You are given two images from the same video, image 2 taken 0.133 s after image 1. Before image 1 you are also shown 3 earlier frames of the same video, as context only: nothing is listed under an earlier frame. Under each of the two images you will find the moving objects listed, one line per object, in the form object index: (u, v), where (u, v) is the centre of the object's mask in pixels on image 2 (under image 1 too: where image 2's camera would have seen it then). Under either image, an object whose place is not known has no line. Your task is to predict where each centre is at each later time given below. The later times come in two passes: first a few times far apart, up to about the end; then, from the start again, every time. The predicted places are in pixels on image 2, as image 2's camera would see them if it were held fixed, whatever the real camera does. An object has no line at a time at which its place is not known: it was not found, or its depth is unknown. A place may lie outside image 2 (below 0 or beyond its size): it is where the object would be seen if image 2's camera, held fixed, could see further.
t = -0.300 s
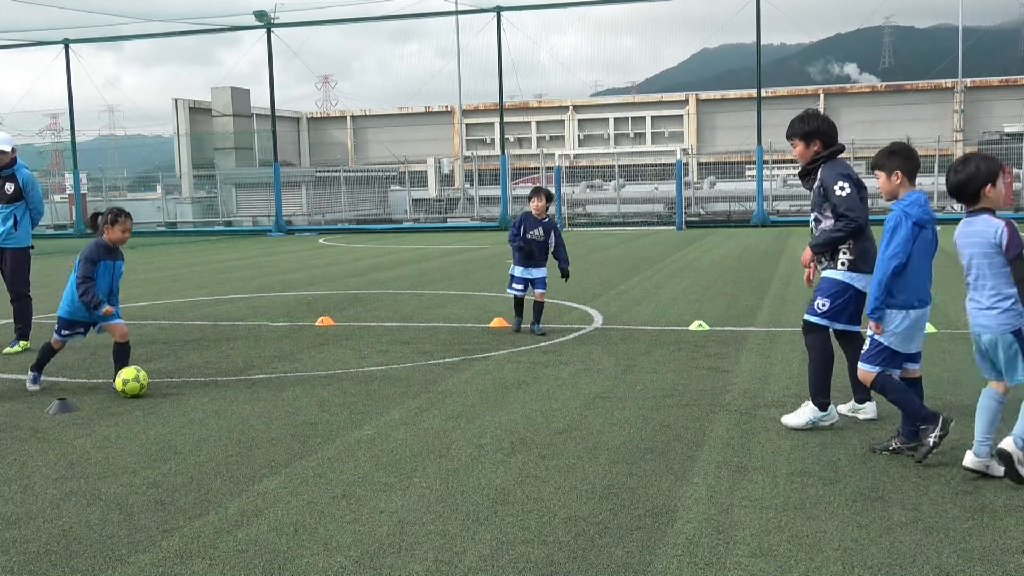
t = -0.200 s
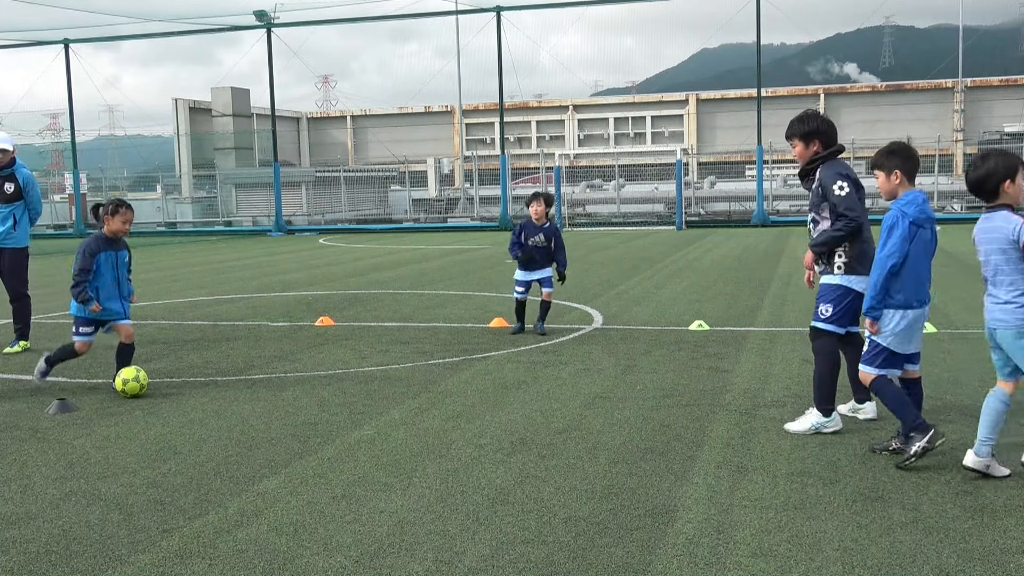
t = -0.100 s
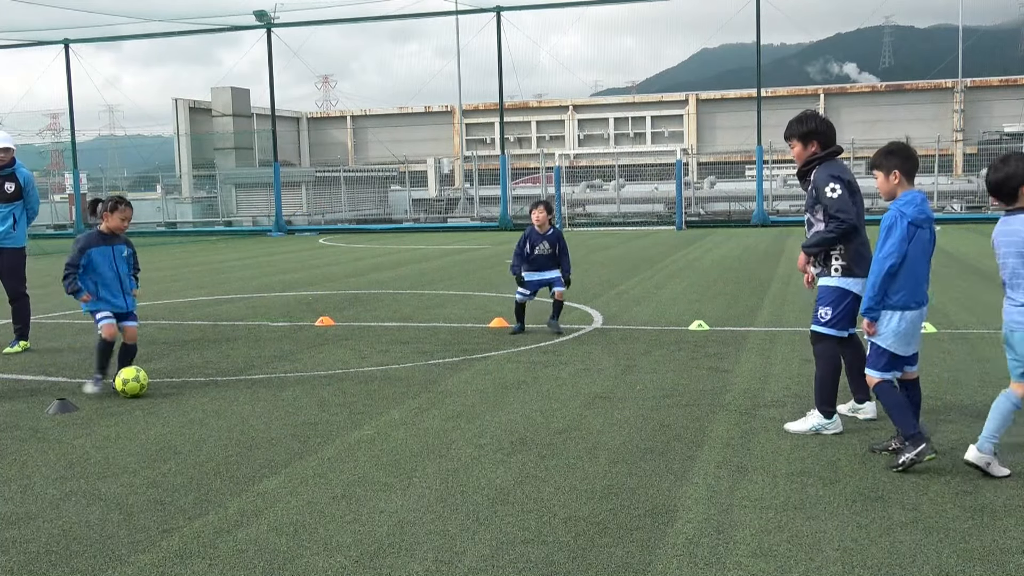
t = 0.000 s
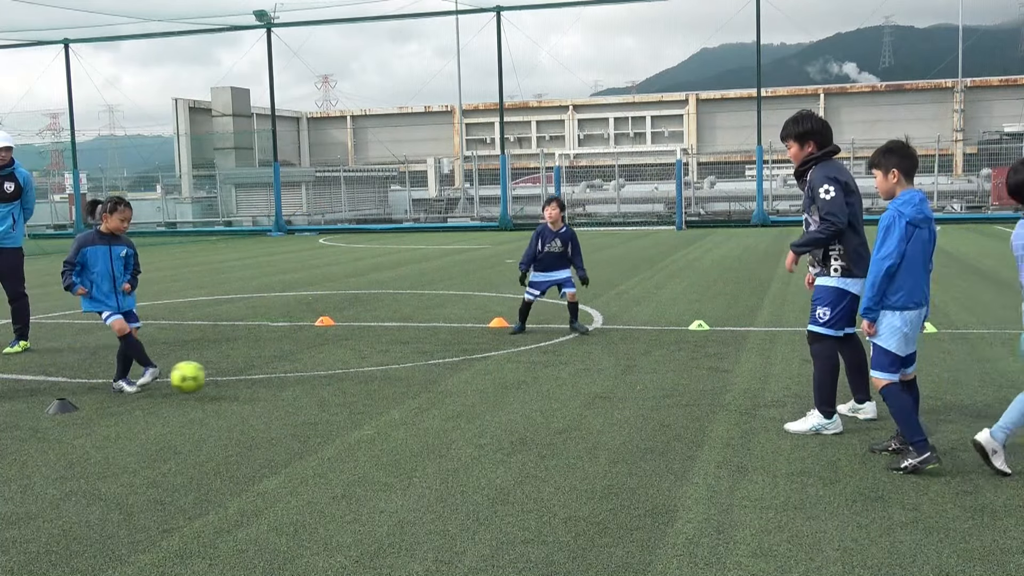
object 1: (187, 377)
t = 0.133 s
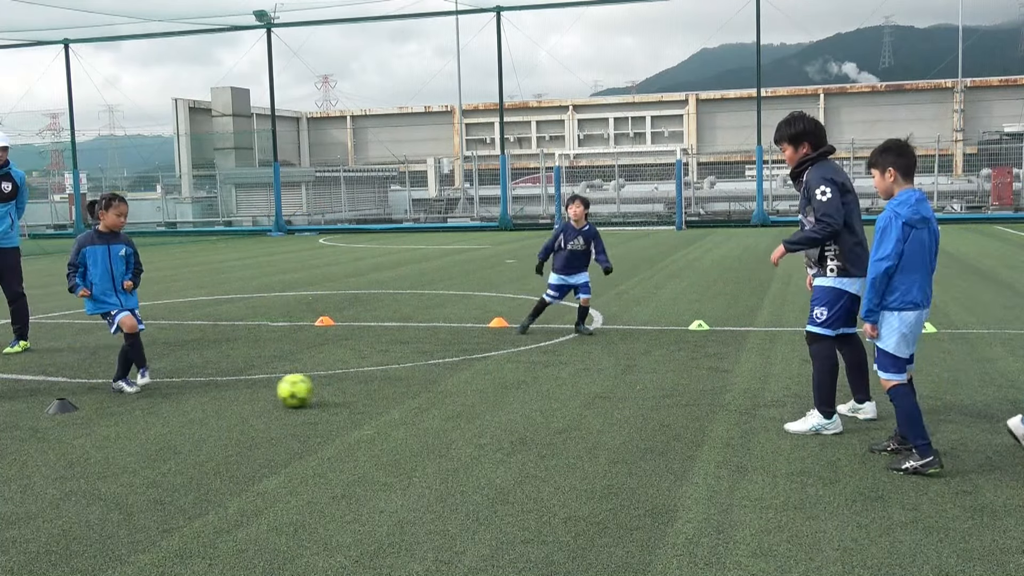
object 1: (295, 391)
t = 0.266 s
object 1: (391, 394)
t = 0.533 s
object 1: (560, 404)
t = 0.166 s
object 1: (319, 388)
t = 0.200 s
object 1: (343, 390)
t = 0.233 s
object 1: (367, 393)
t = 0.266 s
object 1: (391, 394)
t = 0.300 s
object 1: (413, 394)
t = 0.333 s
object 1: (435, 395)
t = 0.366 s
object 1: (457, 398)
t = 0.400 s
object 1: (479, 399)
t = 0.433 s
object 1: (499, 400)
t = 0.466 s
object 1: (521, 402)
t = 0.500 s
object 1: (540, 402)
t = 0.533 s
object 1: (560, 404)
